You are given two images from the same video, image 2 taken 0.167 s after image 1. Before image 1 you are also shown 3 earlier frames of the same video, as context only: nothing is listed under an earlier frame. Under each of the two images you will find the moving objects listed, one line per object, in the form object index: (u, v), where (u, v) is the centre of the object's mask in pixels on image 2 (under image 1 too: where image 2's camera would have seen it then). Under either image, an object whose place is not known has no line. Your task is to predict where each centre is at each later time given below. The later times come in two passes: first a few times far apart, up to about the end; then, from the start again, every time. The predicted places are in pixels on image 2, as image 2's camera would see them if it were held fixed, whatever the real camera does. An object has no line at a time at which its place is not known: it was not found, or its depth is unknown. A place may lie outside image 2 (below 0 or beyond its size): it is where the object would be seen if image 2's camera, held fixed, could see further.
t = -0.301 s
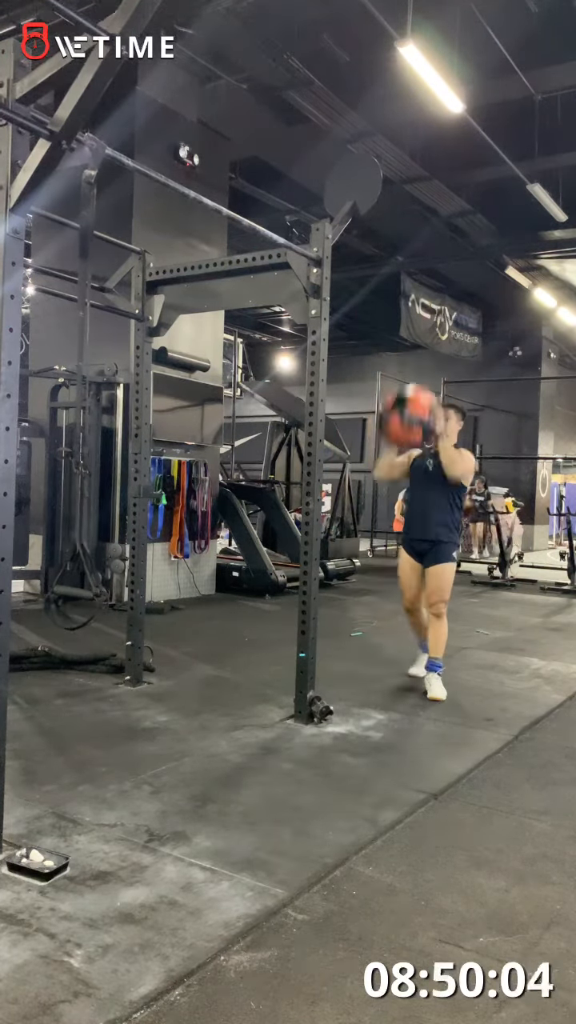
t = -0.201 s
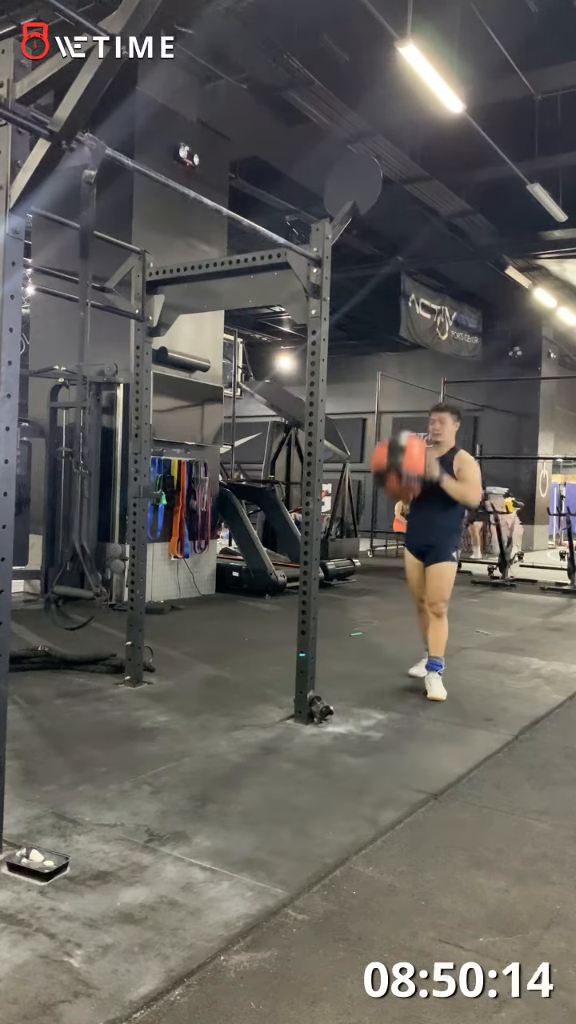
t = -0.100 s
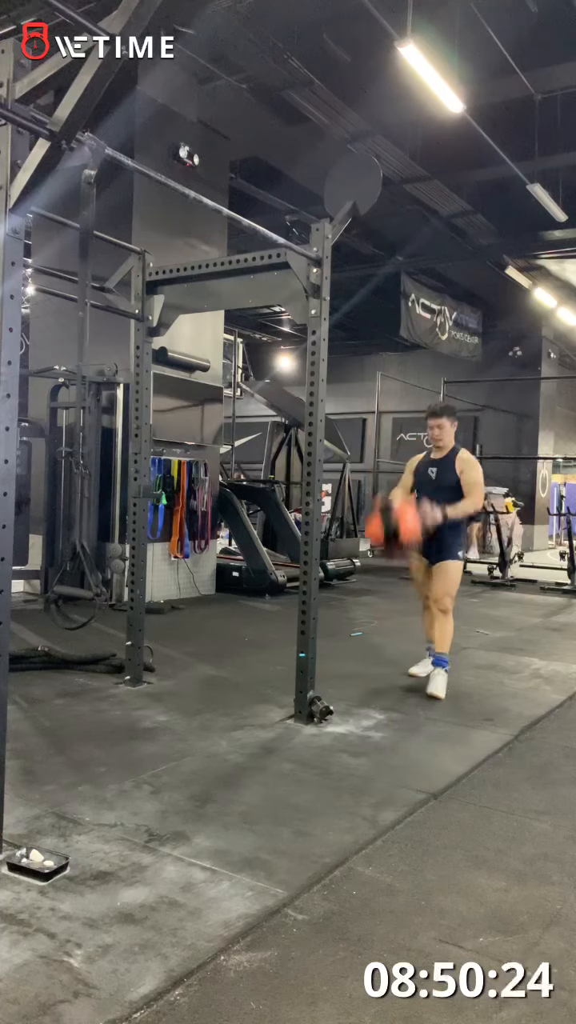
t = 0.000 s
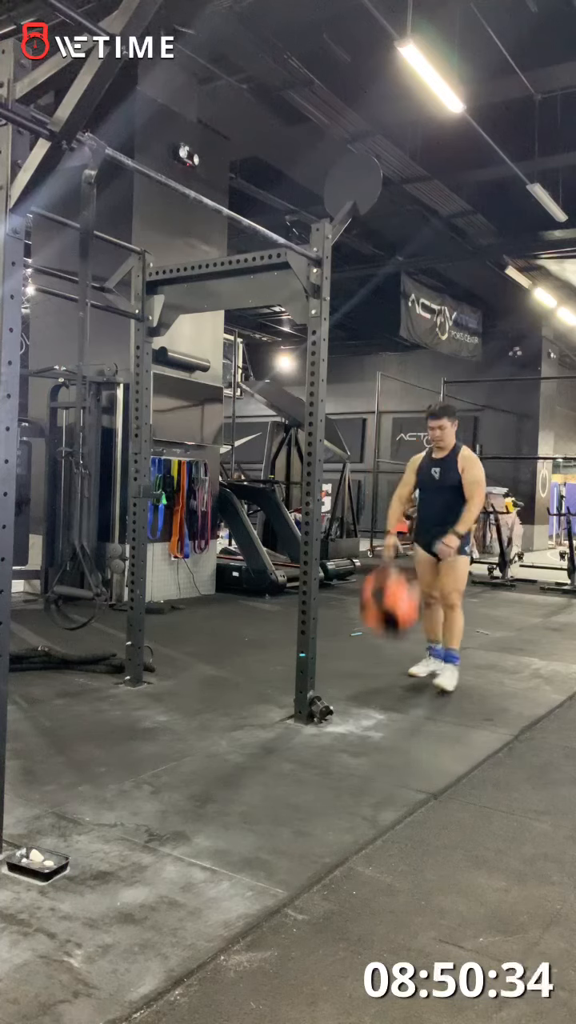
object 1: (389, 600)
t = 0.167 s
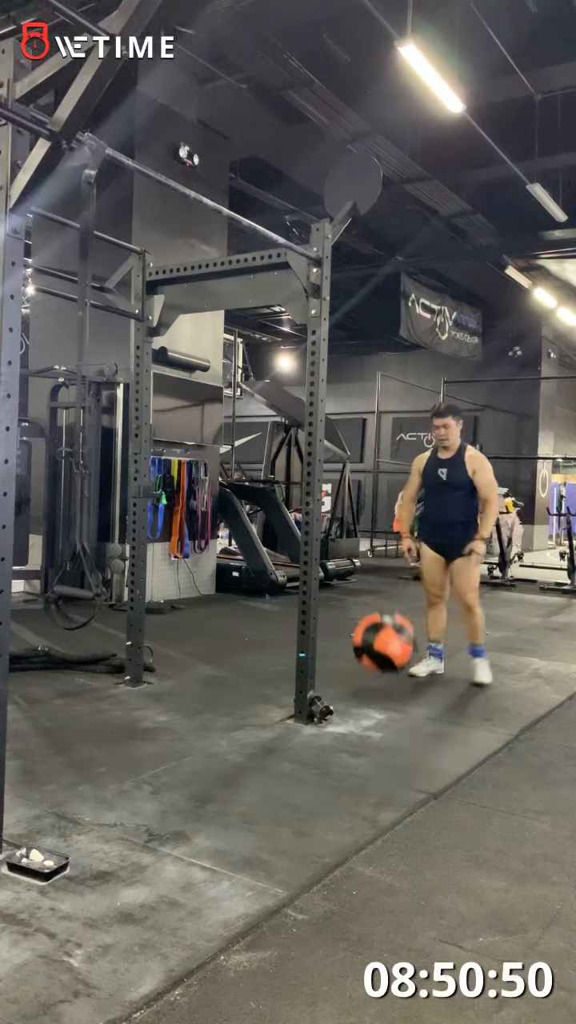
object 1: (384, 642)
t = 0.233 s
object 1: (381, 625)
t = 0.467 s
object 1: (370, 624)
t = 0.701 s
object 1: (355, 656)
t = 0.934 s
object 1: (342, 661)
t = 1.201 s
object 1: (342, 659)
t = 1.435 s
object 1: (346, 660)
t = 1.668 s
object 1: (348, 661)
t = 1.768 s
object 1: (347, 661)
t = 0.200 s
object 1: (383, 633)
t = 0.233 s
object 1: (381, 625)
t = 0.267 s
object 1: (380, 620)
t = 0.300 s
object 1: (378, 616)
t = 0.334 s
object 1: (376, 614)
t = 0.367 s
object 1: (375, 614)
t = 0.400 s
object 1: (373, 616)
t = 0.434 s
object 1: (371, 619)
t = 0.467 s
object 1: (370, 624)
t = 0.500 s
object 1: (367, 631)
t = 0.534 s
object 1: (365, 640)
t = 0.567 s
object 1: (363, 650)
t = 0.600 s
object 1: (361, 663)
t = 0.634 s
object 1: (359, 666)
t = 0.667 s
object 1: (357, 661)
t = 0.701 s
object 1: (355, 656)
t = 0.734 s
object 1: (352, 653)
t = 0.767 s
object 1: (350, 652)
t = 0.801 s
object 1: (348, 652)
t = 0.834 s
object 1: (346, 655)
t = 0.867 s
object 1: (344, 659)
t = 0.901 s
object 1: (343, 662)
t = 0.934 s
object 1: (342, 661)
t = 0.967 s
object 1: (342, 658)
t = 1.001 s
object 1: (341, 657)
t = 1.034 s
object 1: (341, 657)
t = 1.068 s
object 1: (341, 659)
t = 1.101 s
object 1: (341, 661)
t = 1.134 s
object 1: (341, 659)
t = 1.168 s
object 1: (341, 659)
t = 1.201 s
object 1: (342, 659)
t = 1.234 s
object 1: (342, 659)
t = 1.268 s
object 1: (343, 659)
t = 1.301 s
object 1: (343, 659)
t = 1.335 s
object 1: (344, 659)
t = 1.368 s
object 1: (345, 660)
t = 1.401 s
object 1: (345, 660)
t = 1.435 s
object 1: (346, 660)
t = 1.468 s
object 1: (346, 660)
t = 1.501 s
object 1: (347, 660)
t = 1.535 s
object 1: (347, 660)
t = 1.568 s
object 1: (347, 660)
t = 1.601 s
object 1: (348, 660)
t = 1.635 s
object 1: (348, 661)
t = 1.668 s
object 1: (348, 661)
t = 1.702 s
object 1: (348, 661)
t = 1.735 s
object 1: (347, 661)
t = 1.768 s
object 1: (347, 661)
